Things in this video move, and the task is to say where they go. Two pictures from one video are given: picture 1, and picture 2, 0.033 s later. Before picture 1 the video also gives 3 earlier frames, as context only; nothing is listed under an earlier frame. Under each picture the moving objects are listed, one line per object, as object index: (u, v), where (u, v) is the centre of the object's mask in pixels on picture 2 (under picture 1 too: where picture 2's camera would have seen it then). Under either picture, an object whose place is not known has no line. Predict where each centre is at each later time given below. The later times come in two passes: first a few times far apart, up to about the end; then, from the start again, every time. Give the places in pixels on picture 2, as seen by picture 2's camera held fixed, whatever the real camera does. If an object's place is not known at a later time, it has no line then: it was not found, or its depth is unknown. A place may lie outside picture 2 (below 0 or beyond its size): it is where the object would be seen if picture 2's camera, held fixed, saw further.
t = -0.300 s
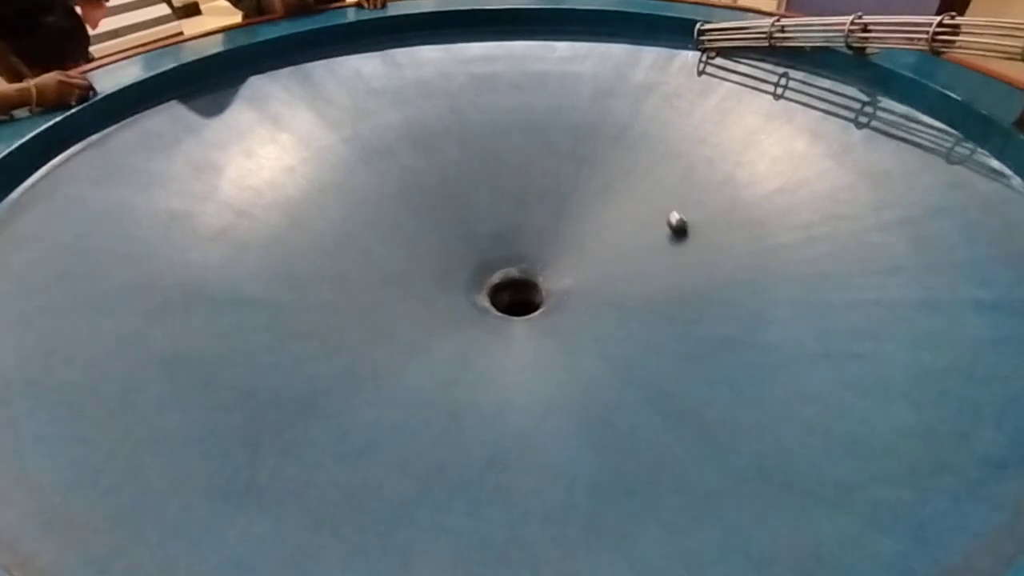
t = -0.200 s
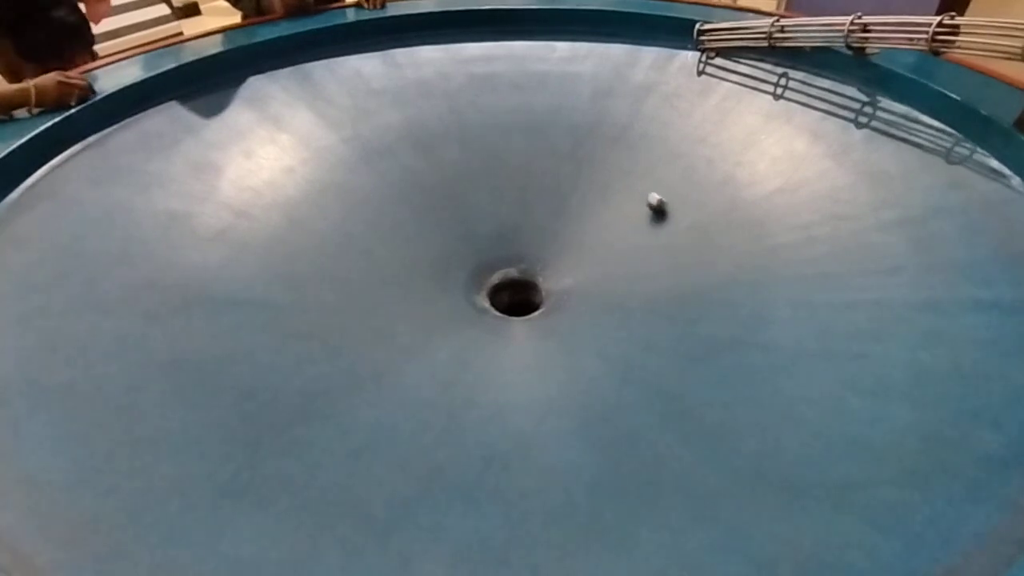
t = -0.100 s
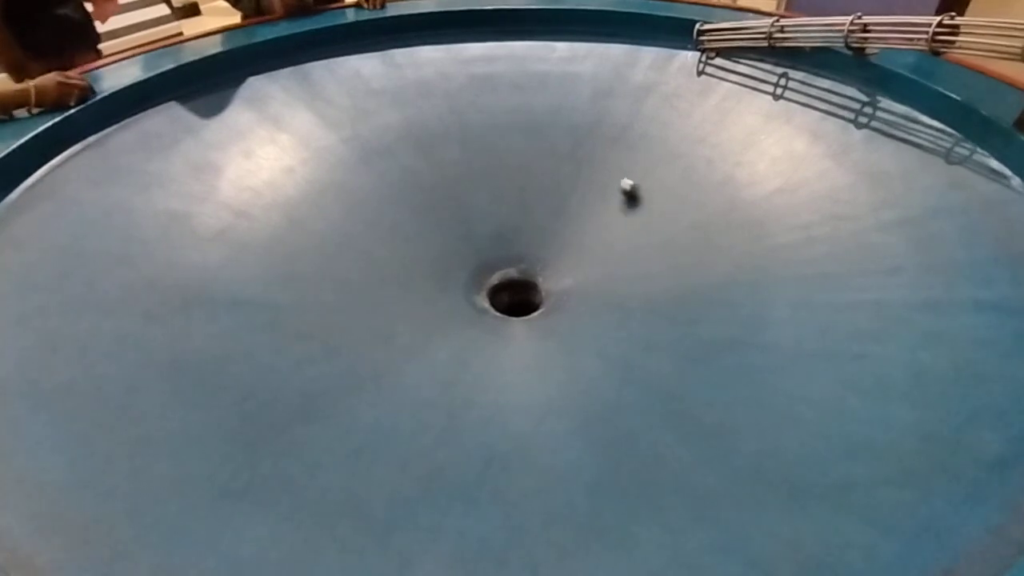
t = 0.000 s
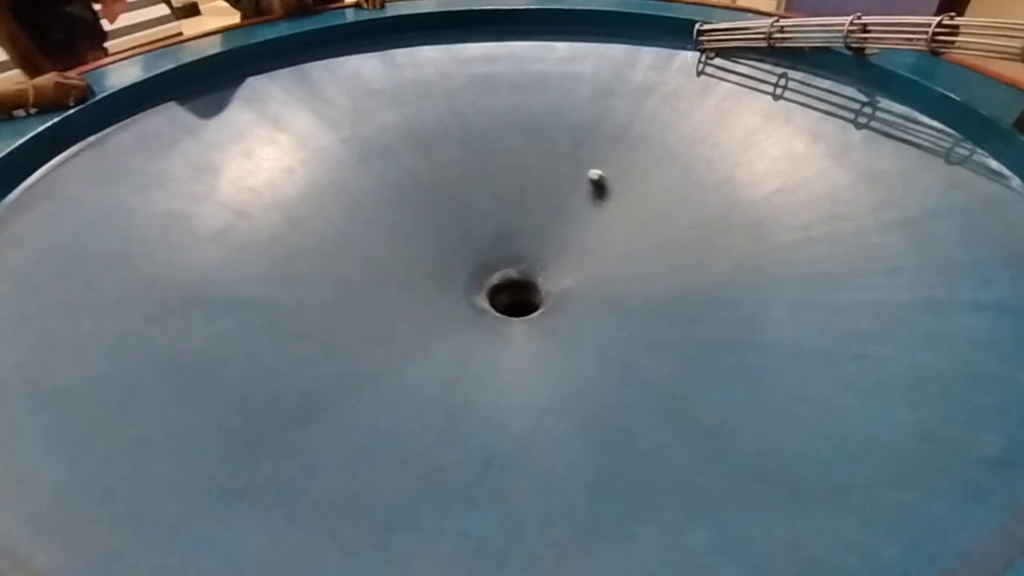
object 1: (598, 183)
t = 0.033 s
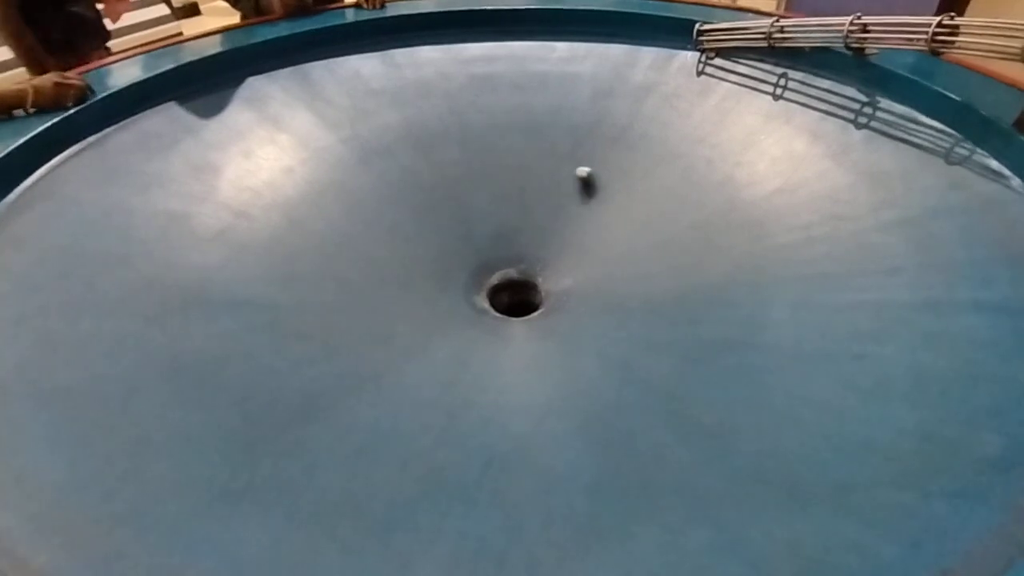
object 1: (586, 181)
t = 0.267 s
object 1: (499, 181)
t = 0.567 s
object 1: (393, 211)
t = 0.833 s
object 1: (340, 267)
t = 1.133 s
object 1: (380, 345)
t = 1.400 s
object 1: (511, 374)
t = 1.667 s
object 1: (637, 332)
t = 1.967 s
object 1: (664, 248)
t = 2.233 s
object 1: (609, 195)
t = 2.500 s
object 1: (521, 176)
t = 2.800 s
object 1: (422, 194)
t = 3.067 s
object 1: (363, 243)
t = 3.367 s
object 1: (383, 324)
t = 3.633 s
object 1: (501, 368)
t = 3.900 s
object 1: (633, 342)
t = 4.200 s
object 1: (678, 267)
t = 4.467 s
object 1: (629, 214)
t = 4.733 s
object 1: (537, 192)
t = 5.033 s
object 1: (427, 201)
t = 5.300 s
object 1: (358, 238)
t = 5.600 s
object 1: (362, 309)
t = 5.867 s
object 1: (467, 357)
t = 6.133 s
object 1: (606, 338)
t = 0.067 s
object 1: (574, 181)
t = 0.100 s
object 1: (562, 178)
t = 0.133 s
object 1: (550, 179)
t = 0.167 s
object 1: (537, 177)
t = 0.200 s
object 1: (524, 179)
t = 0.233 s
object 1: (512, 180)
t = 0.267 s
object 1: (499, 181)
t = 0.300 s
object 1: (486, 182)
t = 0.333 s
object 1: (473, 185)
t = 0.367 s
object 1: (461, 187)
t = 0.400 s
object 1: (449, 191)
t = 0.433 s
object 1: (437, 194)
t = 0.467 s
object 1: (425, 197)
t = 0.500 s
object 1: (415, 201)
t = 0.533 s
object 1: (403, 206)
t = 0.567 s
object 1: (393, 211)
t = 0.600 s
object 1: (383, 217)
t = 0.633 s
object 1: (375, 222)
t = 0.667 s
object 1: (366, 229)
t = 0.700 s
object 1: (359, 236)
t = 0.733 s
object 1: (353, 243)
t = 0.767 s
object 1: (348, 251)
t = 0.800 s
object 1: (343, 259)
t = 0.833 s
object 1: (340, 267)
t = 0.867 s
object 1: (338, 275)
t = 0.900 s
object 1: (338, 283)
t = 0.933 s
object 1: (339, 293)
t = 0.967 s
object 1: (342, 302)
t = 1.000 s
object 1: (346, 311)
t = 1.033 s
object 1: (352, 320)
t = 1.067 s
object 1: (359, 328)
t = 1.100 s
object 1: (369, 337)
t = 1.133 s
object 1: (380, 345)
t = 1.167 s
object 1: (392, 352)
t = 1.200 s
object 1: (406, 358)
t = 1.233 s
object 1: (421, 363)
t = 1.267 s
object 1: (438, 367)
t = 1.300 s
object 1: (455, 370)
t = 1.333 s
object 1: (474, 373)
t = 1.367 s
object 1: (492, 373)
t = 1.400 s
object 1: (511, 374)
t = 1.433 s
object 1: (531, 372)
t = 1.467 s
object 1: (549, 370)
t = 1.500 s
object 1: (566, 366)
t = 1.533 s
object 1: (583, 361)
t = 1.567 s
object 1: (598, 355)
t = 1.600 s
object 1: (613, 348)
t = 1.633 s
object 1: (625, 341)
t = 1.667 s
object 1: (637, 332)
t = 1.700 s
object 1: (646, 324)
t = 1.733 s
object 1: (654, 314)
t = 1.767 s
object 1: (660, 304)
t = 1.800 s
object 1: (664, 294)
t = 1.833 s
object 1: (667, 285)
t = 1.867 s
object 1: (668, 276)
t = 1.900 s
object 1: (668, 266)
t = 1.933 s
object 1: (667, 258)
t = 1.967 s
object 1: (664, 248)
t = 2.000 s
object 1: (661, 239)
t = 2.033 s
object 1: (656, 231)
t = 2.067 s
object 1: (650, 225)
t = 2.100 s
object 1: (643, 217)
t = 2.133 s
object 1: (635, 211)
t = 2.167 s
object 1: (627, 205)
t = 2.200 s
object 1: (618, 200)
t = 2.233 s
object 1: (609, 195)
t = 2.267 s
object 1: (599, 190)
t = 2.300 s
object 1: (589, 187)
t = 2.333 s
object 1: (578, 183)
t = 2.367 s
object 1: (567, 180)
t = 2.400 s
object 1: (556, 179)
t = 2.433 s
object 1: (545, 178)
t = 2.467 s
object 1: (533, 176)
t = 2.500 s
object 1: (521, 176)
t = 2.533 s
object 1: (510, 176)
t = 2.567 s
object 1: (498, 177)
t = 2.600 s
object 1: (487, 177)
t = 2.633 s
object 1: (476, 178)
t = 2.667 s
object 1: (465, 180)
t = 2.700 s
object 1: (453, 183)
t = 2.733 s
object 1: (443, 186)
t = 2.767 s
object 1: (433, 189)
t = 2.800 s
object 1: (422, 194)
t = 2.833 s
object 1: (413, 197)
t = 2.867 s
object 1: (404, 202)
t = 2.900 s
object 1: (395, 208)
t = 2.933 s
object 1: (387, 214)
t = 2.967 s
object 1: (380, 220)
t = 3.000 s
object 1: (374, 227)
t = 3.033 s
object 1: (368, 235)
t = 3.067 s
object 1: (363, 243)
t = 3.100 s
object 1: (360, 251)
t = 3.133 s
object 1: (358, 259)
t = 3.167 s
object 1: (357, 268)
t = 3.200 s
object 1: (357, 278)
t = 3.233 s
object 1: (359, 287)
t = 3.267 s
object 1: (363, 296)
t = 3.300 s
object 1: (368, 305)
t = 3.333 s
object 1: (374, 315)
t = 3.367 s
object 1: (383, 324)
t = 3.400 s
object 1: (393, 333)
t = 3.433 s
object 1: (404, 341)
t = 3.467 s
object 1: (417, 348)
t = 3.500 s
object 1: (432, 354)
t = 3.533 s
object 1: (449, 359)
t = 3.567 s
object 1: (465, 363)
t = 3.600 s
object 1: (483, 366)
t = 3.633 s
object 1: (501, 368)
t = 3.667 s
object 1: (519, 368)
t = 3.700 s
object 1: (538, 368)
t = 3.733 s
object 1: (556, 366)
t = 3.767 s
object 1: (574, 363)
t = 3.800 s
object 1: (589, 360)
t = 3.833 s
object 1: (605, 354)
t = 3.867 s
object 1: (620, 348)
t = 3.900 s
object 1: (633, 342)
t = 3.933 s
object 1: (644, 335)
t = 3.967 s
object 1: (654, 327)
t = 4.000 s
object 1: (662, 319)
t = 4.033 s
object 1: (669, 310)
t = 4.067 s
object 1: (673, 302)
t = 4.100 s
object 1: (677, 293)
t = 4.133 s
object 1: (678, 285)
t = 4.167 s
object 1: (679, 275)
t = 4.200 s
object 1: (678, 267)
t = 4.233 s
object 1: (675, 260)
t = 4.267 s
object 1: (672, 251)
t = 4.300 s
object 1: (667, 244)
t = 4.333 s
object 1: (661, 237)
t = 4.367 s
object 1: (654, 230)
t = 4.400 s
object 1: (647, 224)
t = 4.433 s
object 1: (638, 220)
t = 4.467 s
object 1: (629, 214)
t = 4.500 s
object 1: (618, 210)
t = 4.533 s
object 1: (608, 206)
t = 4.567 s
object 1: (597, 203)
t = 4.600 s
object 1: (586, 199)
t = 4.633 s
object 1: (574, 197)
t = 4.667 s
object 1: (561, 195)
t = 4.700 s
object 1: (549, 194)
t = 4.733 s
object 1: (537, 192)
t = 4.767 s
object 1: (524, 191)
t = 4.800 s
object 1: (512, 191)
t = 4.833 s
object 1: (499, 191)
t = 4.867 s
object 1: (486, 191)
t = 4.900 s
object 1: (474, 192)
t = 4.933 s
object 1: (462, 194)
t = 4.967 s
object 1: (450, 196)
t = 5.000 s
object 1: (438, 198)
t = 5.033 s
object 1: (427, 201)
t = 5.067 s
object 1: (416, 204)
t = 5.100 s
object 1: (406, 207)
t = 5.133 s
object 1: (396, 211)
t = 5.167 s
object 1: (387, 215)
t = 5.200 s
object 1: (378, 220)
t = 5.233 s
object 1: (370, 226)
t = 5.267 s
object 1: (364, 232)
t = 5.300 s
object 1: (358, 238)
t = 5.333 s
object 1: (354, 245)
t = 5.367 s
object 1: (350, 252)
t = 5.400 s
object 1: (347, 260)
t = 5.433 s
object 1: (346, 268)
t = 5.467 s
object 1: (346, 276)
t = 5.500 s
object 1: (348, 284)
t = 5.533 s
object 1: (351, 292)
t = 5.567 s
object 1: (356, 300)
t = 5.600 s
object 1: (362, 309)
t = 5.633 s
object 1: (369, 317)
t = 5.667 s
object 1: (379, 325)
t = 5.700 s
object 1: (391, 333)
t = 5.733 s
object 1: (404, 340)
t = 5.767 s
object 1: (418, 345)
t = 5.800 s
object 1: (433, 350)
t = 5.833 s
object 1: (450, 354)
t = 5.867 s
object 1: (467, 357)
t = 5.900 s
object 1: (484, 359)
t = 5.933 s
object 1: (502, 360)
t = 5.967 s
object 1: (522, 359)
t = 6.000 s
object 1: (541, 357)
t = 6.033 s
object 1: (558, 354)
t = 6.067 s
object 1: (574, 350)
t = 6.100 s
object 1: (590, 345)
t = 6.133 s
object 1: (606, 338)
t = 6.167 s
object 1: (619, 331)
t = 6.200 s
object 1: (630, 323)
